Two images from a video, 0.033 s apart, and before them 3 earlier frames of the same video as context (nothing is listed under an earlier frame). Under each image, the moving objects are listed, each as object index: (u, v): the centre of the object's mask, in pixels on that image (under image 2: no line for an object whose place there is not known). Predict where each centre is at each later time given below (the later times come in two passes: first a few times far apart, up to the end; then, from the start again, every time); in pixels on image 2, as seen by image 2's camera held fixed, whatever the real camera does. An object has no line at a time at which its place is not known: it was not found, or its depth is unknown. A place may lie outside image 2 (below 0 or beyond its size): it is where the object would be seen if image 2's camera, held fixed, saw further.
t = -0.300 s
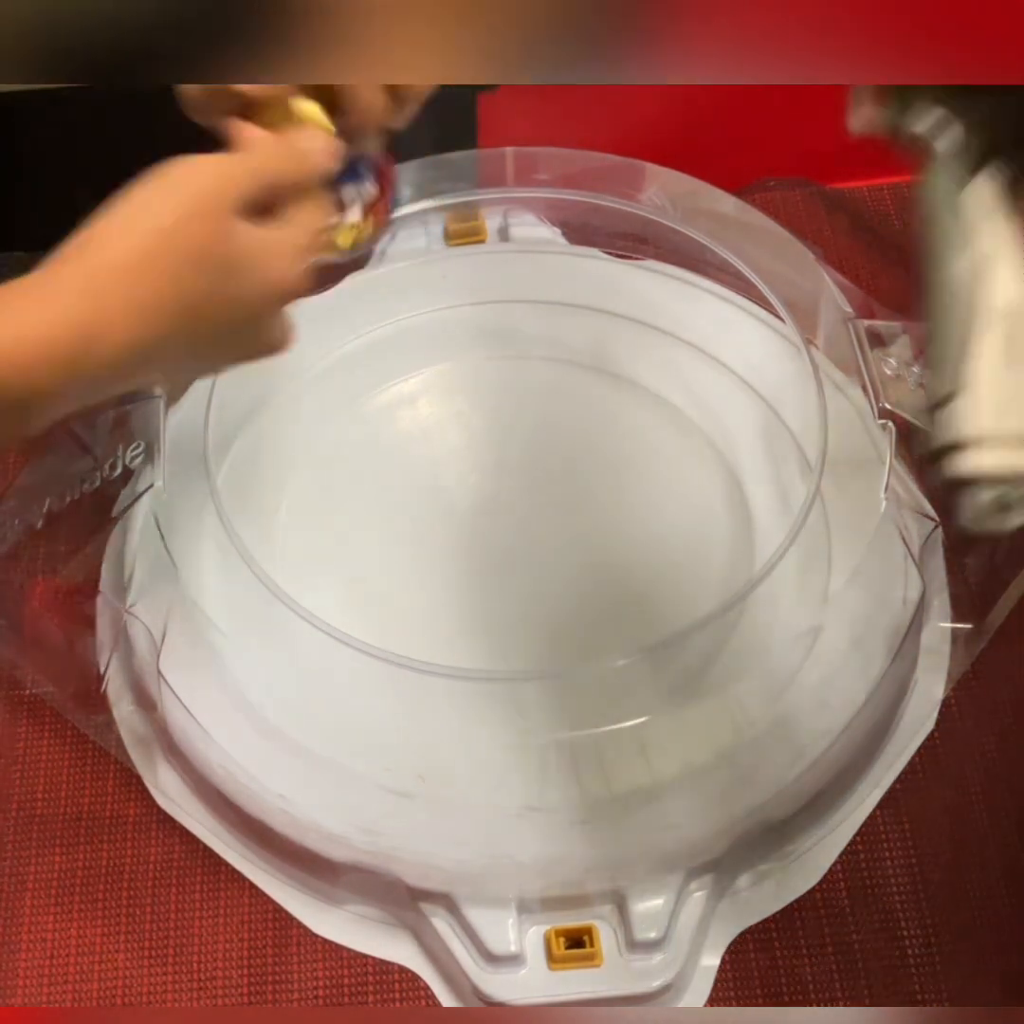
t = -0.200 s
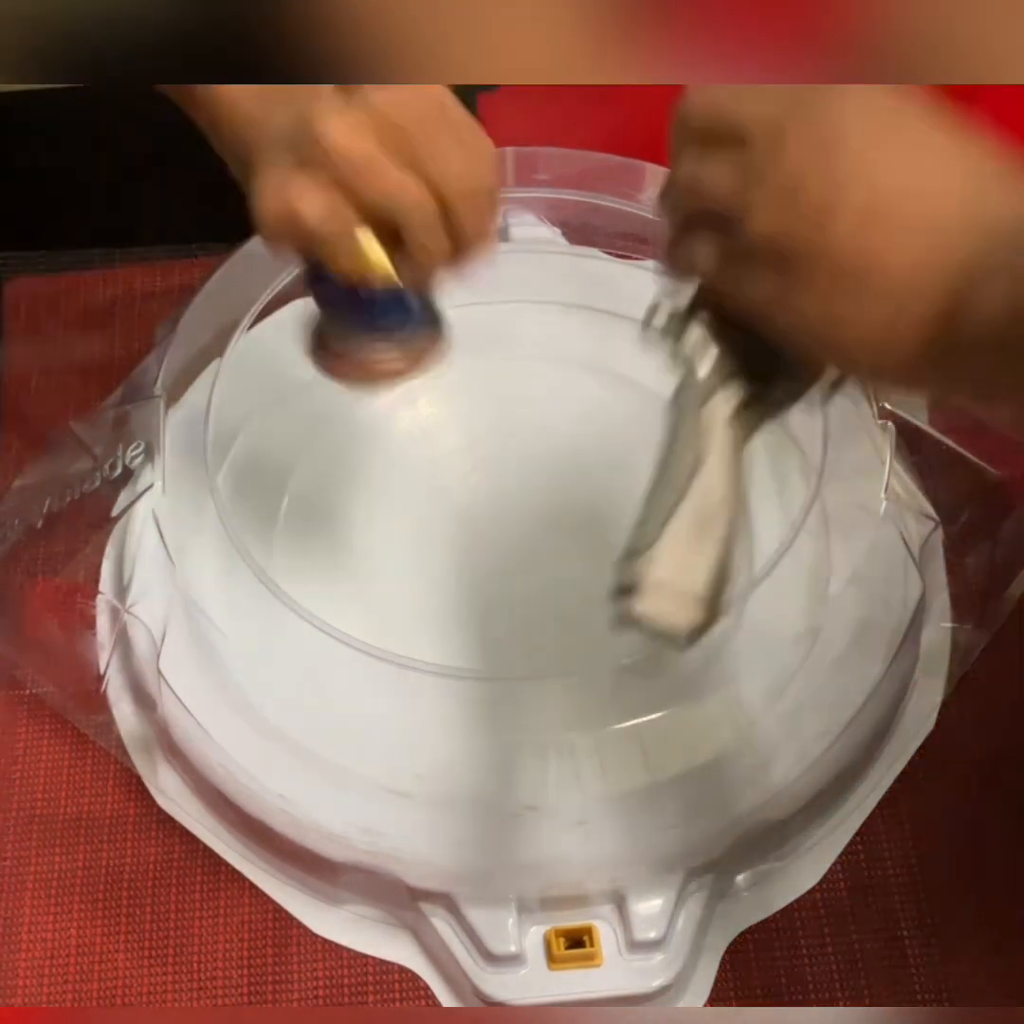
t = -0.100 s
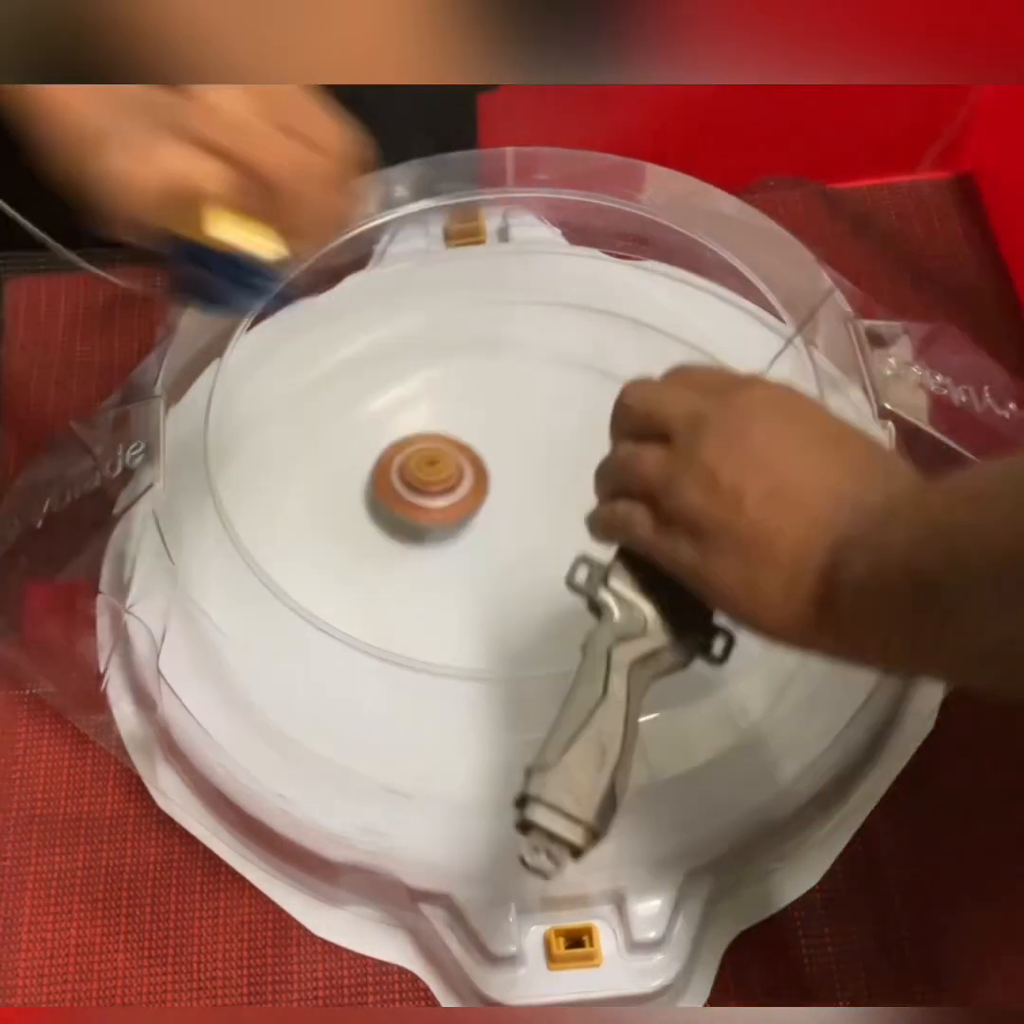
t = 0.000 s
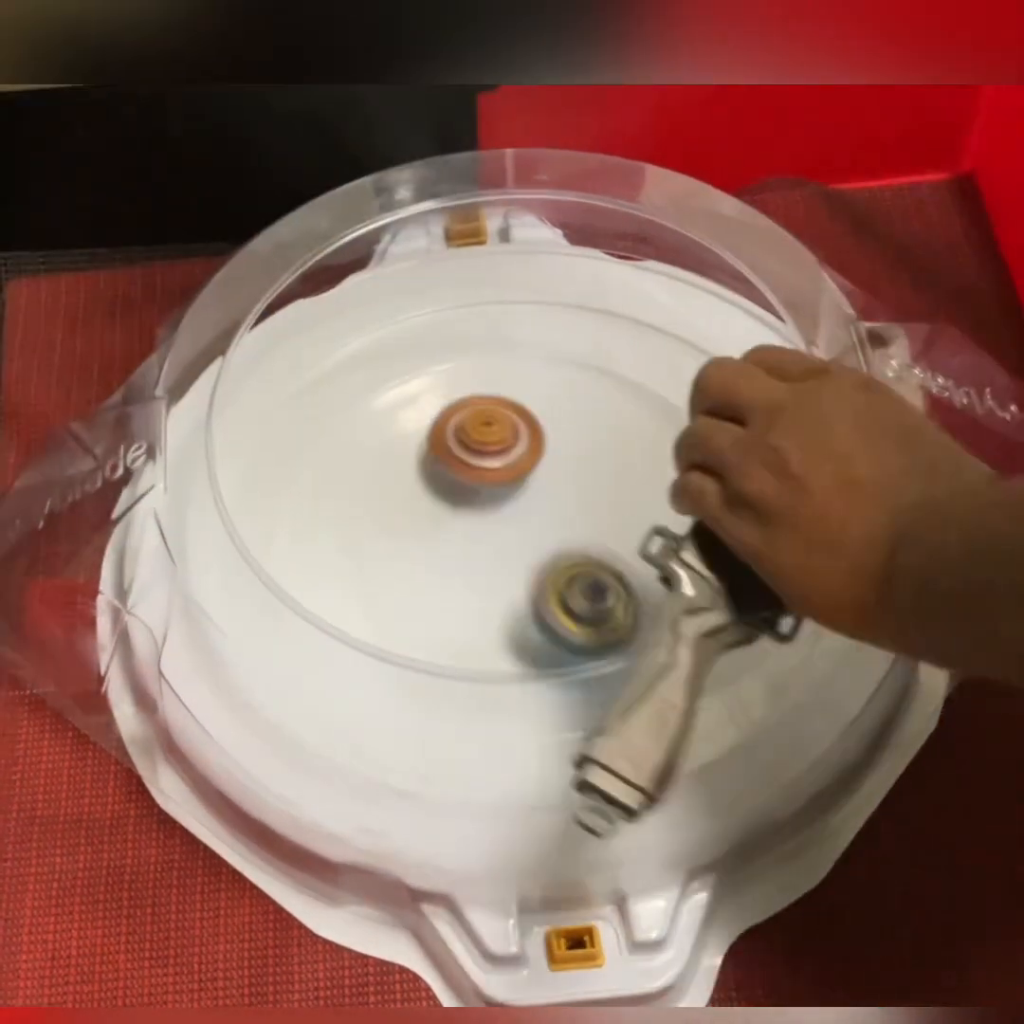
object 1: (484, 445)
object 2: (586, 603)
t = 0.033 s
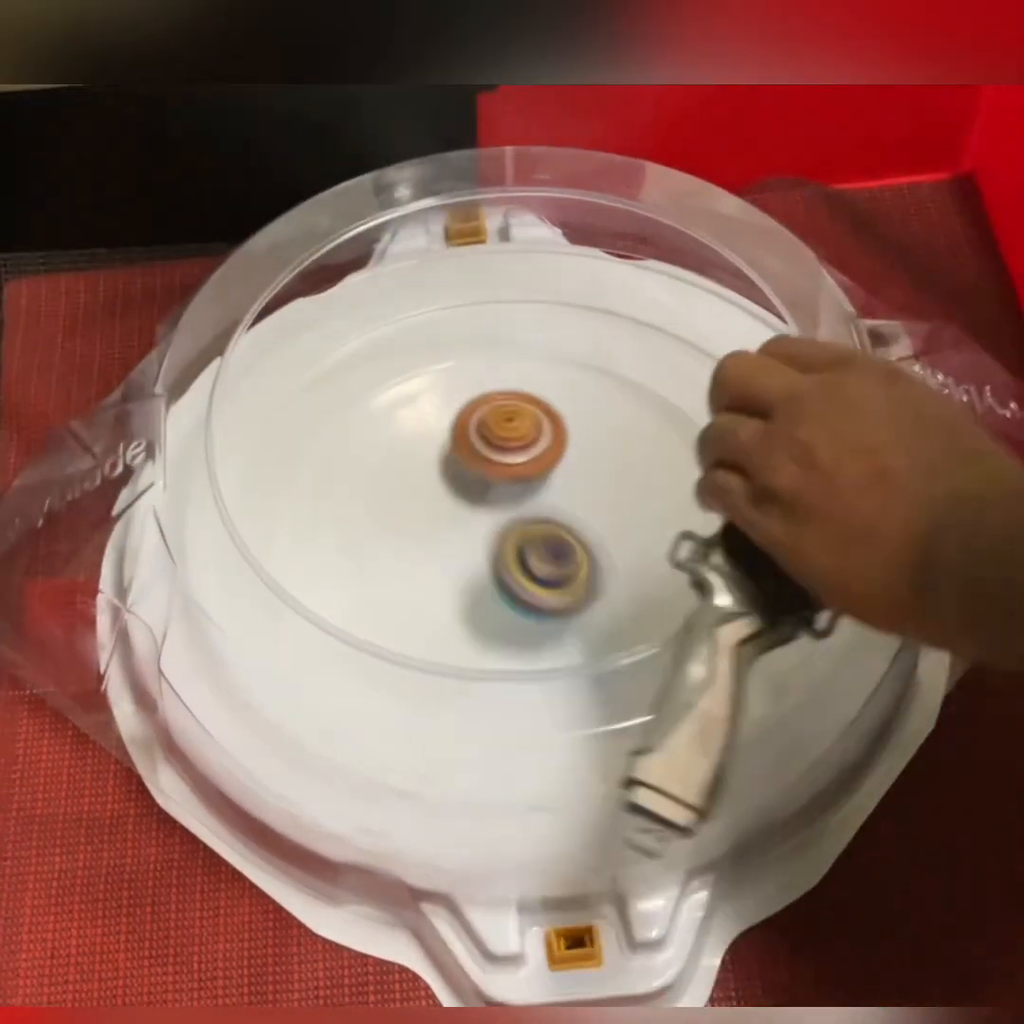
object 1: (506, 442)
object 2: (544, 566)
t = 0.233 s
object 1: (640, 536)
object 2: (387, 443)
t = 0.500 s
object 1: (515, 703)
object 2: (372, 437)
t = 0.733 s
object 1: (360, 568)
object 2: (499, 542)
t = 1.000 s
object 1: (567, 427)
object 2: (625, 519)
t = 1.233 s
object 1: (667, 476)
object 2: (624, 572)
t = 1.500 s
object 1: (601, 582)
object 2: (426, 573)
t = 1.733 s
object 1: (436, 552)
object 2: (413, 445)
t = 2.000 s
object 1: (515, 515)
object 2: (395, 270)
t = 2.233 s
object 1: (582, 549)
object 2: (420, 325)
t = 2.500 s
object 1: (449, 550)
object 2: (451, 345)
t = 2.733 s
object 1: (501, 529)
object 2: (491, 363)
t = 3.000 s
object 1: (505, 559)
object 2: (560, 438)
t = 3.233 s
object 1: (456, 519)
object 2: (580, 502)
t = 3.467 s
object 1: (515, 482)
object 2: (581, 554)
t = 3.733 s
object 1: (518, 540)
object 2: (574, 611)
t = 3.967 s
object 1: (450, 518)
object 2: (537, 580)
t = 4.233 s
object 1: (527, 479)
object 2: (528, 573)
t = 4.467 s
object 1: (532, 544)
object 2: (504, 654)
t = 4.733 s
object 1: (474, 538)
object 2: (474, 751)
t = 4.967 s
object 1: (487, 518)
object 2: (433, 758)
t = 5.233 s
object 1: (499, 544)
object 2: (326, 692)
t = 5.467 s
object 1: (472, 550)
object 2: (247, 593)
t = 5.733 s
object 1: (488, 539)
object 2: (245, 457)
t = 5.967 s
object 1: (496, 557)
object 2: (308, 368)
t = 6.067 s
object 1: (490, 558)
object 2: (341, 337)
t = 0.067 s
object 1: (530, 445)
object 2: (504, 541)
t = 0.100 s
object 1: (553, 455)
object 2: (463, 527)
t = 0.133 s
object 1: (579, 468)
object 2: (433, 517)
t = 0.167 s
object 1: (602, 485)
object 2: (414, 489)
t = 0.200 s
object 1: (623, 507)
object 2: (399, 465)
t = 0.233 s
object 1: (640, 536)
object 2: (387, 443)
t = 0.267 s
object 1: (650, 562)
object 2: (377, 424)
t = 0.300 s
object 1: (650, 591)
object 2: (368, 409)
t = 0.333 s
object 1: (641, 626)
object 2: (360, 399)
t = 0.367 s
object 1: (629, 651)
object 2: (356, 395)
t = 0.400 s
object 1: (610, 669)
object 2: (356, 399)
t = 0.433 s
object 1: (579, 688)
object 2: (360, 409)
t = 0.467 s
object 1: (548, 699)
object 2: (365, 422)
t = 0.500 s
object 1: (515, 703)
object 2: (372, 437)
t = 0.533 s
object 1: (480, 699)
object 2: (382, 454)
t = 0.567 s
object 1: (447, 688)
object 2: (394, 471)
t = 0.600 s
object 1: (419, 672)
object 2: (409, 488)
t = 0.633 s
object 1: (395, 651)
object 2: (427, 504)
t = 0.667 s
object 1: (376, 624)
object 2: (448, 519)
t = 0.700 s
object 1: (367, 594)
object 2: (473, 532)
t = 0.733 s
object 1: (360, 568)
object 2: (499, 542)
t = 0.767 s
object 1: (363, 538)
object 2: (526, 548)
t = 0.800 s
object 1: (373, 509)
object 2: (552, 554)
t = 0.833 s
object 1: (391, 483)
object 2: (574, 555)
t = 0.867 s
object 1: (418, 461)
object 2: (594, 553)
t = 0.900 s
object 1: (450, 442)
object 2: (608, 547)
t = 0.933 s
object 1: (487, 431)
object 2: (619, 540)
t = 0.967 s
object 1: (528, 424)
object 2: (624, 531)
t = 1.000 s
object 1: (567, 427)
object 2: (625, 519)
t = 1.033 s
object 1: (592, 420)
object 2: (637, 530)
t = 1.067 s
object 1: (611, 409)
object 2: (648, 542)
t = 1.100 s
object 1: (628, 410)
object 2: (654, 553)
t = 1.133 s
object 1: (642, 420)
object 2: (654, 562)
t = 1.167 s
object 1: (654, 433)
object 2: (649, 570)
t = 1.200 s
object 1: (663, 452)
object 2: (639, 571)
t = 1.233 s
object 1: (667, 476)
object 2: (624, 572)
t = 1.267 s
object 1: (672, 480)
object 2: (596, 594)
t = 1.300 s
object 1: (675, 487)
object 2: (565, 608)
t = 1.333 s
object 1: (673, 497)
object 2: (532, 615)
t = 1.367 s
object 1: (668, 512)
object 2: (500, 617)
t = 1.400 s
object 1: (660, 528)
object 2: (473, 613)
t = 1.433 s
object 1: (643, 549)
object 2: (450, 602)
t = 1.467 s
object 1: (625, 567)
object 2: (434, 589)
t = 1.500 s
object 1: (601, 582)
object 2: (426, 573)
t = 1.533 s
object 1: (569, 597)
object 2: (424, 557)
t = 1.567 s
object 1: (536, 603)
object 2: (427, 540)
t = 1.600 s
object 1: (511, 605)
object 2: (425, 517)
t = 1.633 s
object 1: (490, 603)
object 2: (419, 493)
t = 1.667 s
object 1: (469, 592)
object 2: (415, 473)
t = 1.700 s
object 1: (450, 575)
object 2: (414, 457)
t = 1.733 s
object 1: (436, 552)
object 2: (413, 445)
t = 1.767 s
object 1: (434, 544)
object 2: (410, 418)
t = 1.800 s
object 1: (438, 551)
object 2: (404, 378)
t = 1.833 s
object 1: (447, 549)
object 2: (400, 344)
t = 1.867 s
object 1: (458, 544)
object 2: (398, 321)
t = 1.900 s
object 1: (470, 536)
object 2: (394, 302)
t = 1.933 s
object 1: (483, 529)
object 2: (393, 283)
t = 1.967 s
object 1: (499, 520)
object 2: (393, 278)
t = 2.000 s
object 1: (515, 515)
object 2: (395, 270)
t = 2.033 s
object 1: (530, 511)
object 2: (400, 279)
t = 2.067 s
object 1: (546, 509)
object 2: (405, 286)
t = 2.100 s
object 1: (560, 510)
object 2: (409, 293)
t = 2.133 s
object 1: (572, 517)
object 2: (413, 304)
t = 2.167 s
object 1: (580, 525)
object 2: (415, 313)
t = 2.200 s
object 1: (583, 538)
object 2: (417, 320)
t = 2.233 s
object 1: (582, 549)
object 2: (420, 325)
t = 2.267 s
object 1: (571, 566)
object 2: (422, 327)
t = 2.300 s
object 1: (554, 581)
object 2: (425, 327)
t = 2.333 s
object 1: (532, 591)
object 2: (429, 329)
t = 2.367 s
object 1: (510, 594)
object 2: (432, 333)
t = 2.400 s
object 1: (488, 592)
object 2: (436, 335)
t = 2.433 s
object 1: (471, 581)
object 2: (441, 336)
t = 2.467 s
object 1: (456, 568)
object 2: (446, 338)
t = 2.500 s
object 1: (449, 550)
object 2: (451, 345)
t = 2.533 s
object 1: (448, 533)
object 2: (456, 355)
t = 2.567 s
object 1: (451, 516)
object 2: (461, 368)
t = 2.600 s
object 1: (458, 504)
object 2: (466, 383)
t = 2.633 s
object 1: (467, 503)
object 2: (472, 389)
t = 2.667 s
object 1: (479, 514)
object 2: (477, 369)
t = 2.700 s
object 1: (491, 524)
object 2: (483, 359)
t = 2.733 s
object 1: (501, 529)
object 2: (491, 363)
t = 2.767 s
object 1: (510, 532)
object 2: (501, 377)
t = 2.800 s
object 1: (518, 532)
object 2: (508, 376)
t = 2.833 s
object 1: (523, 534)
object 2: (516, 382)
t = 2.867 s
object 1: (526, 535)
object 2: (525, 400)
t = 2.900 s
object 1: (526, 536)
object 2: (533, 411)
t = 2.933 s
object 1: (523, 540)
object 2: (541, 429)
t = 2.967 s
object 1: (513, 552)
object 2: (552, 433)
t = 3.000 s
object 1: (505, 559)
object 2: (560, 438)
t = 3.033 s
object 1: (496, 563)
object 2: (569, 444)
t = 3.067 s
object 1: (486, 564)
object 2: (574, 451)
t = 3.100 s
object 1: (477, 560)
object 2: (578, 461)
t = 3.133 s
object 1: (469, 554)
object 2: (578, 468)
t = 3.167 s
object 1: (464, 543)
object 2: (579, 480)
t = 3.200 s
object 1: (461, 533)
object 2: (576, 492)
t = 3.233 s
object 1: (456, 519)
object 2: (580, 502)
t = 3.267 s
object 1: (453, 508)
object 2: (587, 511)
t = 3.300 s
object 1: (454, 499)
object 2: (592, 520)
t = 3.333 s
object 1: (462, 491)
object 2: (595, 528)
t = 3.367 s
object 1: (474, 484)
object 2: (595, 536)
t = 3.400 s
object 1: (490, 481)
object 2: (594, 542)
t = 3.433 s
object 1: (504, 480)
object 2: (589, 547)
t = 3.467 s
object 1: (515, 482)
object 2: (581, 554)
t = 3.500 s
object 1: (520, 480)
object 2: (588, 569)
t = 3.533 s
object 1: (524, 482)
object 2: (593, 584)
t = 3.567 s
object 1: (528, 488)
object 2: (595, 597)
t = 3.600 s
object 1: (531, 499)
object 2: (595, 603)
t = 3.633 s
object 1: (533, 510)
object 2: (592, 607)
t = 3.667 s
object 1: (532, 521)
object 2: (587, 610)
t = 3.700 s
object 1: (526, 530)
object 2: (581, 610)
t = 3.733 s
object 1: (518, 540)
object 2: (574, 611)
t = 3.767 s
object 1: (506, 542)
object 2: (570, 611)
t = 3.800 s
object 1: (493, 544)
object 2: (567, 610)
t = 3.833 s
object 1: (481, 545)
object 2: (563, 608)
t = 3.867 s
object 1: (472, 542)
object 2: (556, 602)
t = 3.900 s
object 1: (462, 538)
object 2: (550, 593)
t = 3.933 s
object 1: (455, 529)
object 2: (544, 587)
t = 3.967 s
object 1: (450, 518)
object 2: (537, 580)
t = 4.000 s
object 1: (449, 506)
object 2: (534, 573)
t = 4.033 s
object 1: (452, 495)
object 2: (532, 569)
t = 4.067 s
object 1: (460, 486)
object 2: (531, 564)
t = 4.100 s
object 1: (471, 478)
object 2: (528, 561)
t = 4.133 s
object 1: (484, 471)
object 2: (529, 561)
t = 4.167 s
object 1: (498, 469)
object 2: (529, 565)
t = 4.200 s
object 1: (513, 473)
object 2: (528, 566)
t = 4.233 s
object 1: (527, 479)
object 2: (528, 573)
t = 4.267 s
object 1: (539, 483)
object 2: (526, 585)
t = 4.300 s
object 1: (549, 494)
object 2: (524, 599)
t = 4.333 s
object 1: (553, 506)
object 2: (520, 609)
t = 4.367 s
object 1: (554, 520)
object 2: (517, 615)
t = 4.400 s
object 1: (550, 536)
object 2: (514, 622)
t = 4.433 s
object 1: (543, 546)
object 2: (511, 629)
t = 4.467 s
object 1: (532, 544)
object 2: (504, 654)
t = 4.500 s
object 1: (523, 543)
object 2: (499, 670)
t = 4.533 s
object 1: (515, 542)
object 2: (495, 687)
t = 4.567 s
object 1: (506, 542)
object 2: (490, 703)
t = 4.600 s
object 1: (499, 543)
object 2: (488, 714)
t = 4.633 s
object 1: (491, 542)
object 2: (486, 722)
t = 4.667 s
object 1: (485, 542)
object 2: (483, 735)
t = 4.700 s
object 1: (478, 540)
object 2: (480, 743)
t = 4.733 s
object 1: (474, 538)
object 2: (474, 751)
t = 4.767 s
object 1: (471, 535)
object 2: (468, 768)
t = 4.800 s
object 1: (469, 530)
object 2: (465, 763)
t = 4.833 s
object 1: (471, 527)
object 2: (460, 767)
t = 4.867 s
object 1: (474, 524)
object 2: (454, 767)
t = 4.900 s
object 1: (479, 522)
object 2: (447, 766)
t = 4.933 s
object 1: (483, 519)
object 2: (440, 762)
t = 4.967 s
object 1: (487, 518)
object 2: (433, 758)
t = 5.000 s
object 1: (492, 518)
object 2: (425, 753)
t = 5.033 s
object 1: (495, 520)
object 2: (416, 741)
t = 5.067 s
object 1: (498, 523)
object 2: (409, 731)
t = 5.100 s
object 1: (501, 528)
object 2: (397, 722)
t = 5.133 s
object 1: (503, 531)
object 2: (383, 715)
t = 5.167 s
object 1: (503, 536)
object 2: (367, 707)
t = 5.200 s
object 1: (501, 540)
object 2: (347, 700)
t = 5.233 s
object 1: (499, 544)
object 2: (326, 692)
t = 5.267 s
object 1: (494, 548)
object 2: (304, 683)
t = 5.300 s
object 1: (491, 551)
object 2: (278, 676)
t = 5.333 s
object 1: (486, 553)
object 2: (266, 659)
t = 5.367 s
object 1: (481, 555)
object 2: (260, 647)
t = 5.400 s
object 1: (476, 555)
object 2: (259, 628)
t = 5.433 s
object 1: (473, 551)
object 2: (253, 611)
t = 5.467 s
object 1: (472, 550)
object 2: (247, 593)
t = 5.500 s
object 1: (472, 545)
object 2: (241, 574)
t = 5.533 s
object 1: (473, 543)
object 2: (233, 556)
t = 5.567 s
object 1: (472, 540)
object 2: (222, 538)
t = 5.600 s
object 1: (474, 539)
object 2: (218, 521)
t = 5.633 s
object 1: (475, 539)
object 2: (224, 507)
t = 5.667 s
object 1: (479, 538)
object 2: (234, 485)
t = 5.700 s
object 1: (483, 538)
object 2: (241, 474)
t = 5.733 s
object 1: (488, 539)
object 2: (245, 457)
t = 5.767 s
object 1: (492, 542)
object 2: (249, 440)
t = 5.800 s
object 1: (495, 543)
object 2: (255, 427)
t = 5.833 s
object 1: (497, 547)
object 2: (261, 410)
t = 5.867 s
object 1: (499, 550)
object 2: (272, 400)
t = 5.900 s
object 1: (500, 552)
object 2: (285, 389)
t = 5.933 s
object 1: (498, 555)
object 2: (297, 380)
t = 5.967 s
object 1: (496, 557)
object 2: (308, 368)
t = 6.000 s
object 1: (494, 558)
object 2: (316, 355)
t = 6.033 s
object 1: (493, 558)
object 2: (326, 342)
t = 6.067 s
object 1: (490, 558)
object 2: (341, 337)
